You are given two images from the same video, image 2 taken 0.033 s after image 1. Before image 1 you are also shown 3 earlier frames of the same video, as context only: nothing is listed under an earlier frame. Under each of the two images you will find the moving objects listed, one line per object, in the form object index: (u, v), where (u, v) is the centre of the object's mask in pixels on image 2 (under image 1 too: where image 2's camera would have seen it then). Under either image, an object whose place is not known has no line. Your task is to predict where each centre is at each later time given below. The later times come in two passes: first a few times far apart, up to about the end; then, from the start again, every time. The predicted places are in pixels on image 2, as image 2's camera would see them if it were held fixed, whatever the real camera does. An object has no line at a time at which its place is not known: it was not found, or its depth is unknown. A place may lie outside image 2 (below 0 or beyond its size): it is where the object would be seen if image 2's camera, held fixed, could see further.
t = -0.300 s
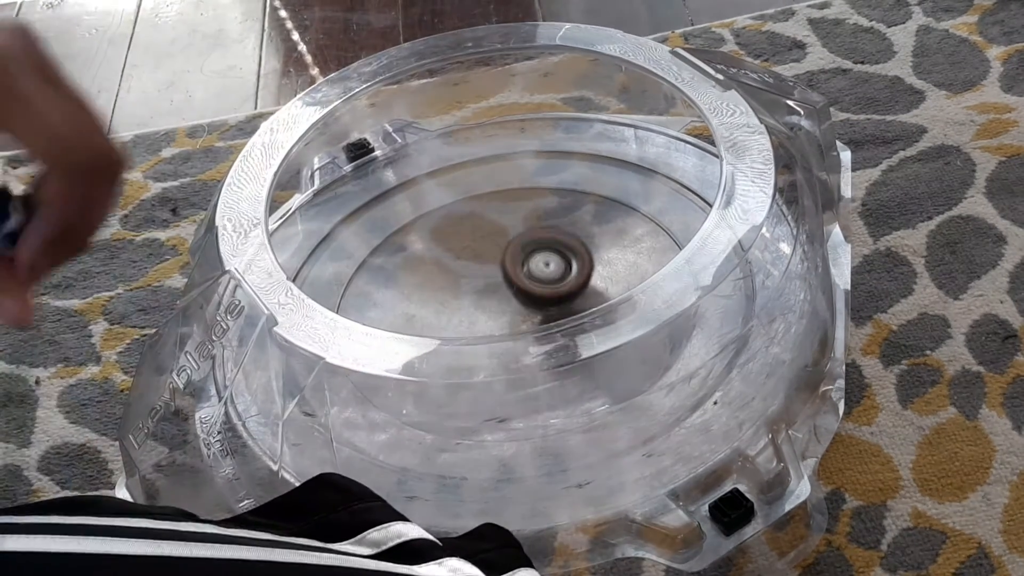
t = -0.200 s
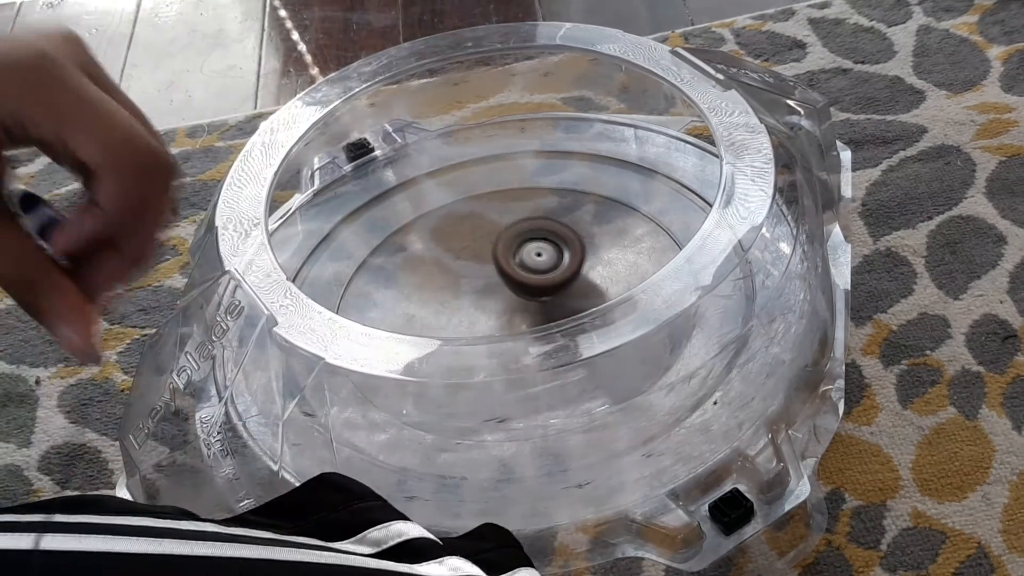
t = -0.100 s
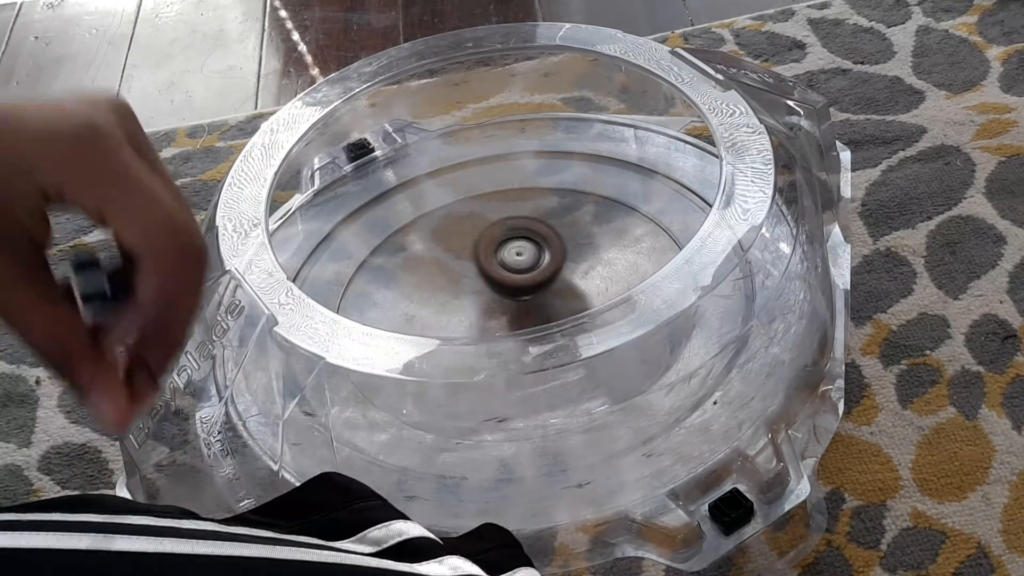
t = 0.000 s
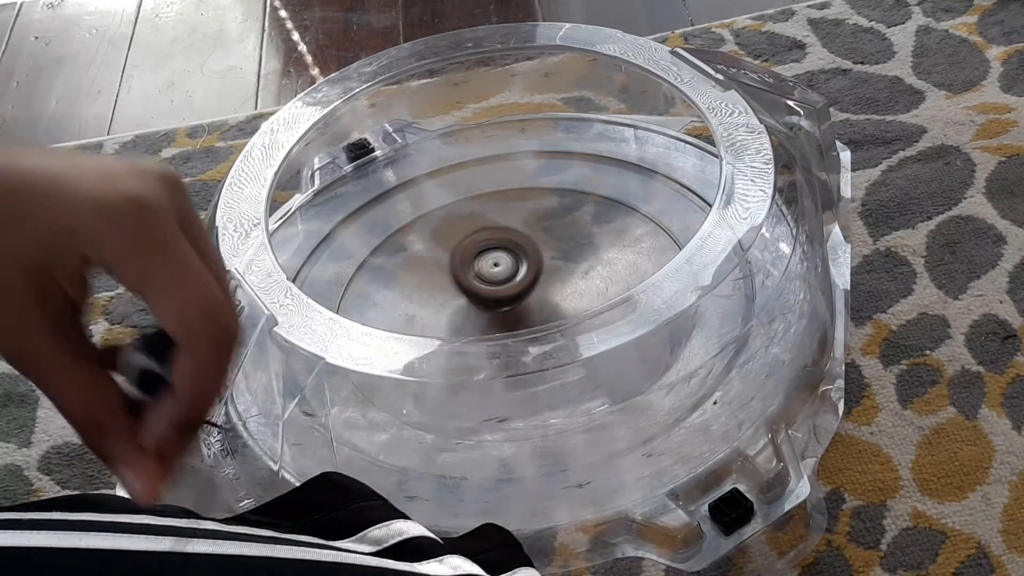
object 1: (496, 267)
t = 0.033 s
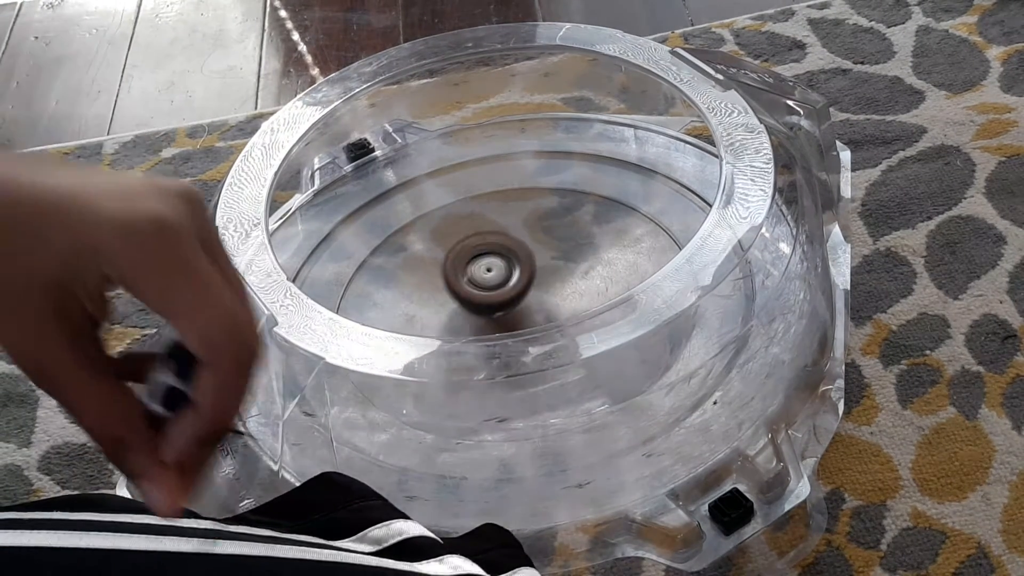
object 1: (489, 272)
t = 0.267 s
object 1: (501, 301)
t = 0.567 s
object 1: (578, 272)
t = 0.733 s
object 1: (542, 257)
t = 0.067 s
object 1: (483, 278)
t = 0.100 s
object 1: (479, 284)
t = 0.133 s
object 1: (478, 290)
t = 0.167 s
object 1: (480, 294)
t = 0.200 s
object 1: (484, 297)
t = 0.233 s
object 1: (491, 299)
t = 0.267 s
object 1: (501, 301)
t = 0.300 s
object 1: (514, 300)
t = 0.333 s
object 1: (525, 299)
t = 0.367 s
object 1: (537, 297)
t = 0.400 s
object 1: (547, 294)
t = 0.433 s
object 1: (557, 291)
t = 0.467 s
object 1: (566, 287)
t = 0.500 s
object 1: (572, 282)
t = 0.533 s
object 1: (576, 277)
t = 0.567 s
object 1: (578, 272)
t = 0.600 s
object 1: (576, 266)
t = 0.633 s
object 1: (570, 260)
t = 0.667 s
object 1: (563, 258)
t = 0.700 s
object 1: (553, 257)
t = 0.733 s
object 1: (542, 257)
